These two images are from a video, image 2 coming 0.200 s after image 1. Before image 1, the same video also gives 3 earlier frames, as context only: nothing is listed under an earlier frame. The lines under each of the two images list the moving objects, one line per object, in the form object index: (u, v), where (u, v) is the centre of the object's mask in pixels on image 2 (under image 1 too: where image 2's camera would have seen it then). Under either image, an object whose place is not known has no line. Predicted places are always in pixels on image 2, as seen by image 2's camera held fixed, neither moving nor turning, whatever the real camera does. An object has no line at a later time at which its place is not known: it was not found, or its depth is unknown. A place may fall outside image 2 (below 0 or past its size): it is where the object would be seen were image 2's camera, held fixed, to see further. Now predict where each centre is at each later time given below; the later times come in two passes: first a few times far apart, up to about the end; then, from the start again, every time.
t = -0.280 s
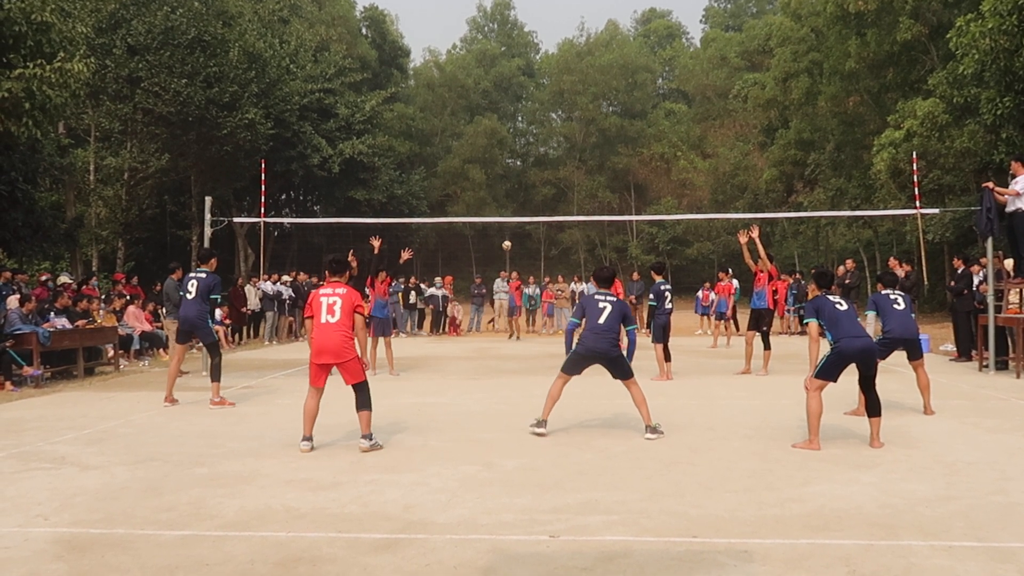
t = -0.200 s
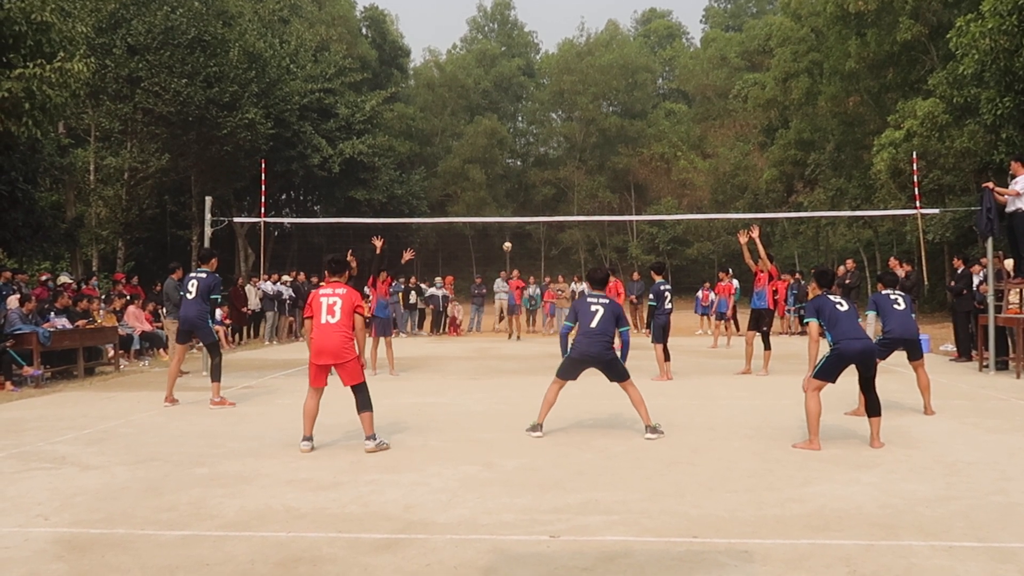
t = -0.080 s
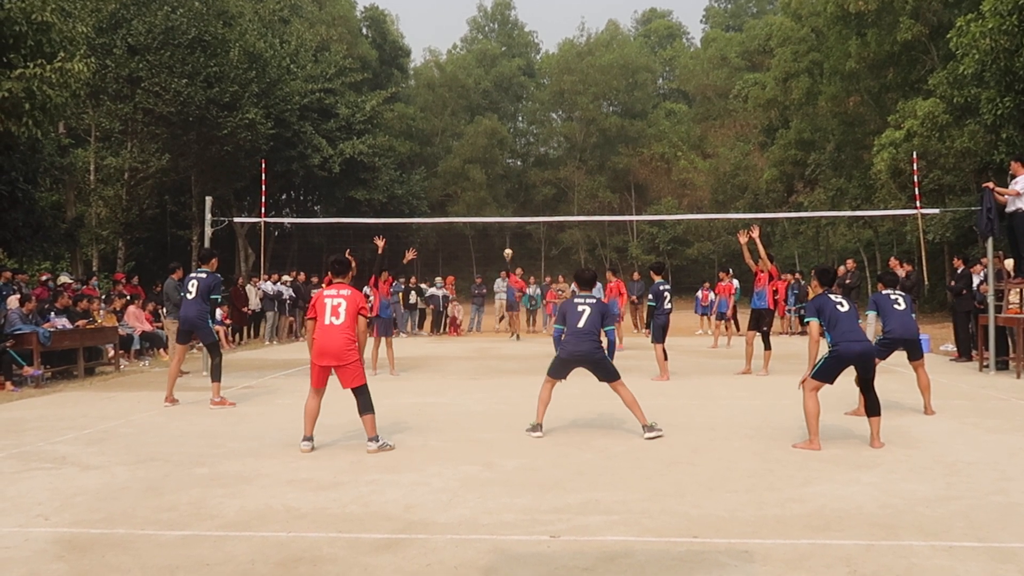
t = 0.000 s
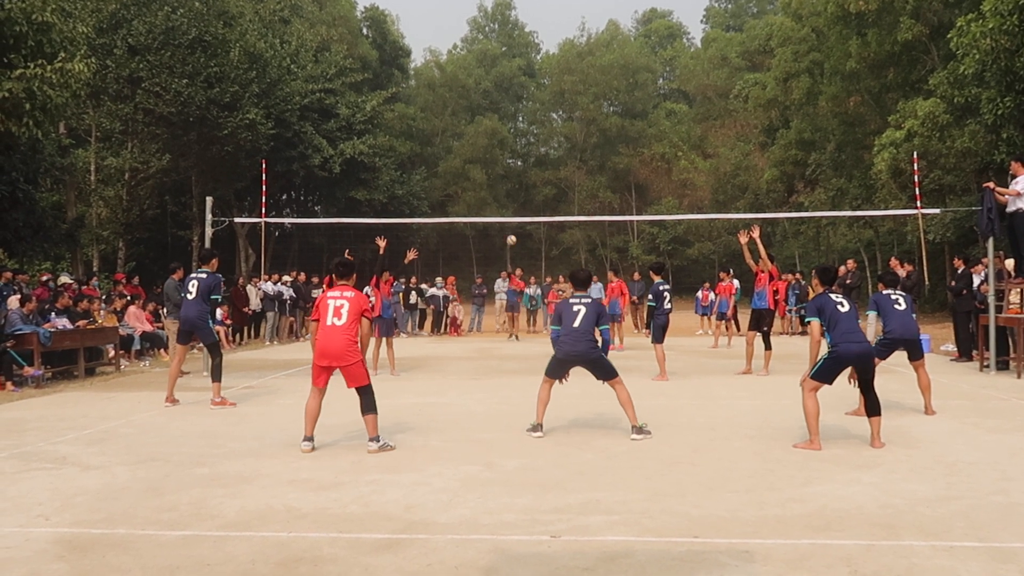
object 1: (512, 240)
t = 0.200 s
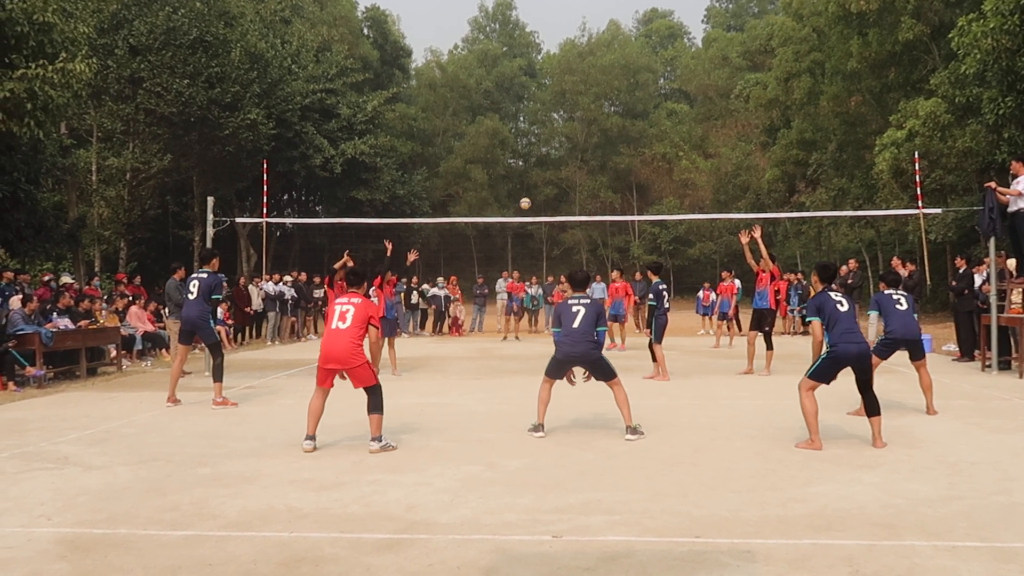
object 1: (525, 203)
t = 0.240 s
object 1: (528, 197)
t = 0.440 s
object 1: (549, 178)
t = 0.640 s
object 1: (588, 189)
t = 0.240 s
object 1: (528, 197)
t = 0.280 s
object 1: (532, 192)
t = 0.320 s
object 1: (535, 187)
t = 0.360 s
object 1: (539, 184)
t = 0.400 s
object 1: (544, 180)
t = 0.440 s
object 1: (549, 178)
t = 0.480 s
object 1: (555, 178)
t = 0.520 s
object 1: (562, 178)
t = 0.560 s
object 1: (570, 180)
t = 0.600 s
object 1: (578, 183)
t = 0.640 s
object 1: (588, 189)
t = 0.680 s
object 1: (599, 196)
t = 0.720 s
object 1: (611, 205)
